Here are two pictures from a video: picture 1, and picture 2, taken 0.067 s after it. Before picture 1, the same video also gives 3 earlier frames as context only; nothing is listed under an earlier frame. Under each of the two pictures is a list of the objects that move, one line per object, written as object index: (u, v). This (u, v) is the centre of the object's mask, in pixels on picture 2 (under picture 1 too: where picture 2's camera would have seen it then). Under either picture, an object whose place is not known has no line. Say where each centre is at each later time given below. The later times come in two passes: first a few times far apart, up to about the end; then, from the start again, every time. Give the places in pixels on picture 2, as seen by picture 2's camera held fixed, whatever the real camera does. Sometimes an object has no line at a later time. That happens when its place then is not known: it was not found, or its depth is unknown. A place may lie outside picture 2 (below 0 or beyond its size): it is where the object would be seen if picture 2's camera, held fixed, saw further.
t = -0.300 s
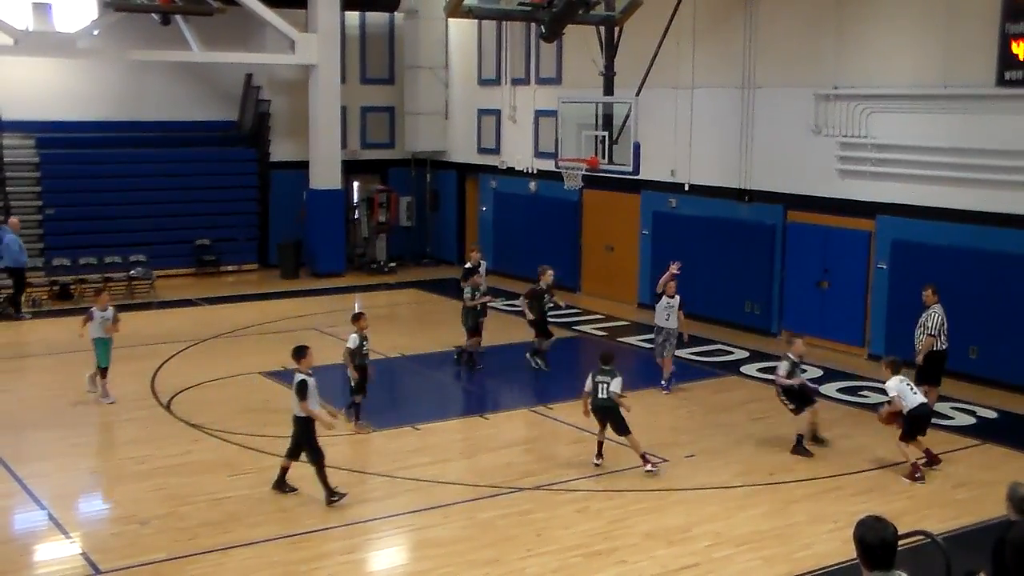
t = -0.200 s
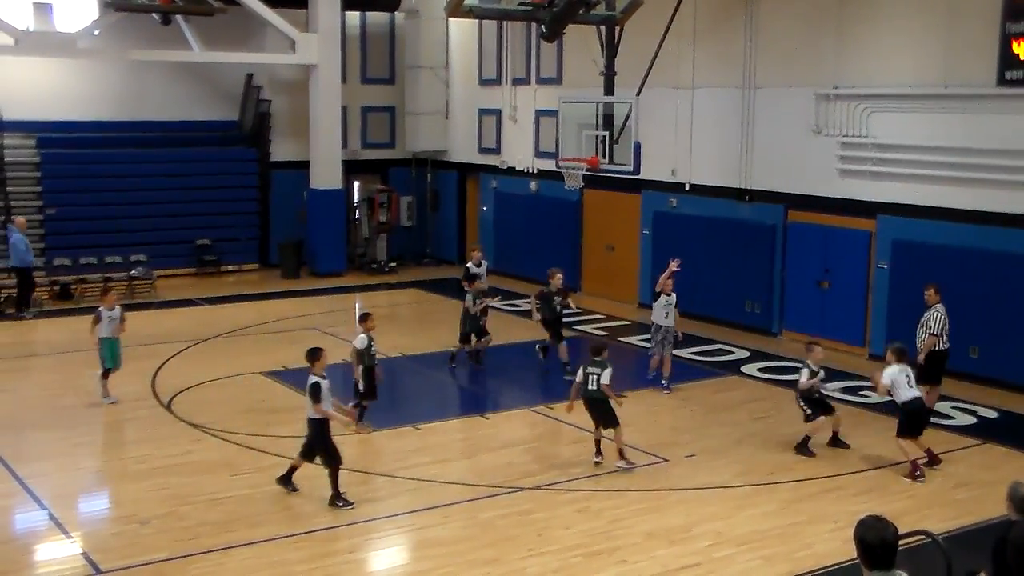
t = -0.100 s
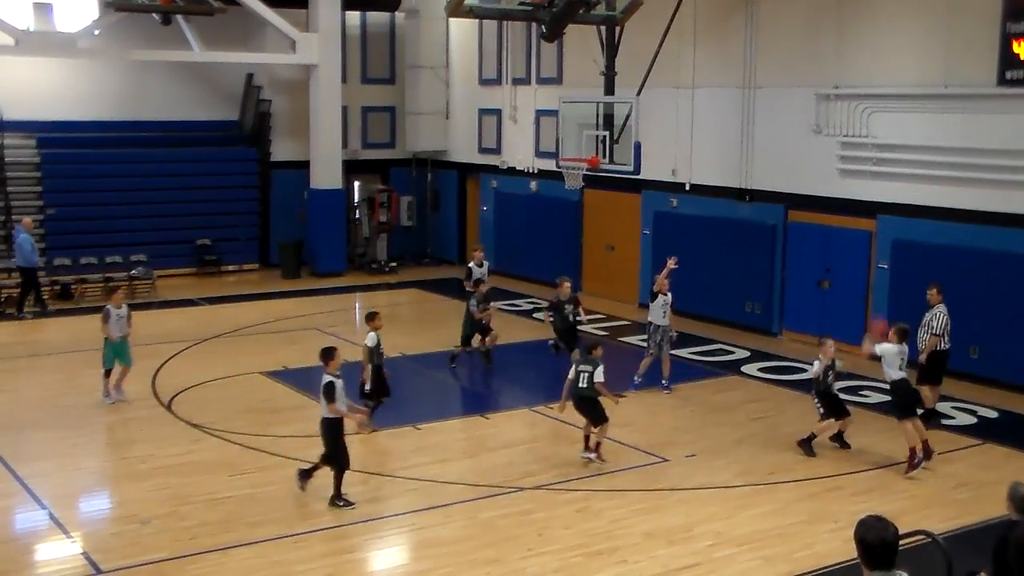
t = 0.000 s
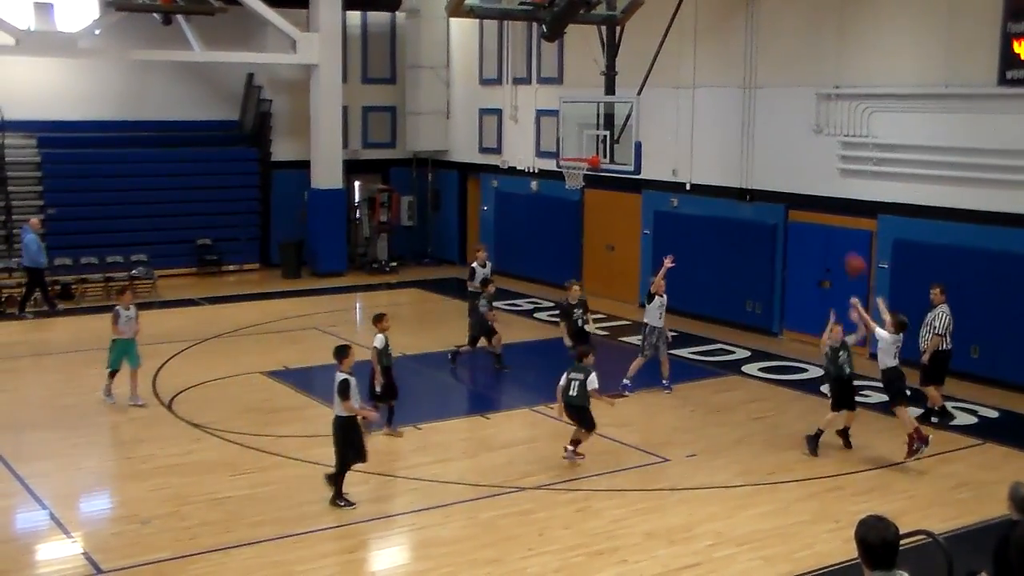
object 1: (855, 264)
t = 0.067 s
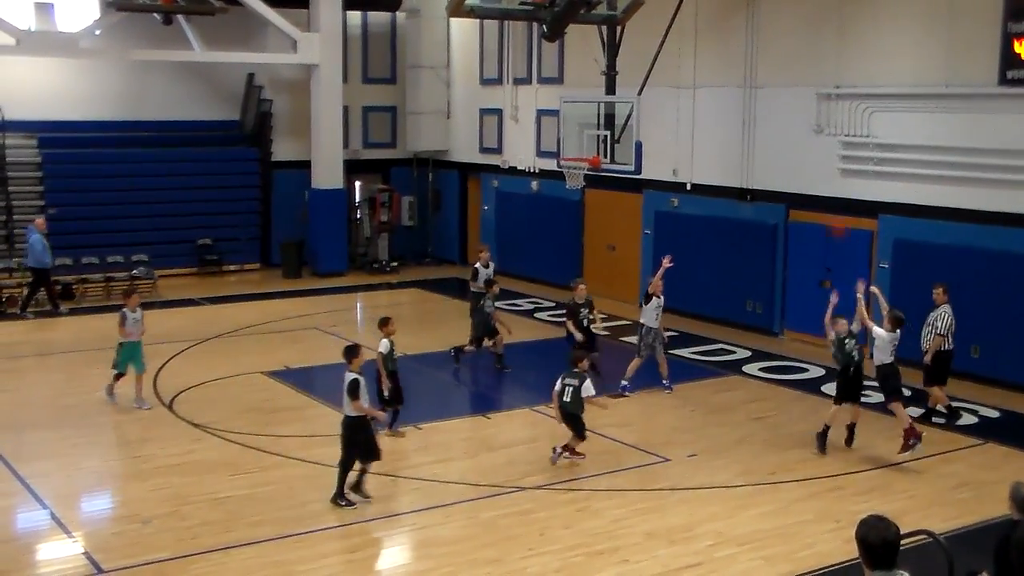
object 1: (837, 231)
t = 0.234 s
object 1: (791, 151)
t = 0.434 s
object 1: (741, 96)
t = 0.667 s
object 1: (687, 78)
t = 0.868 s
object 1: (646, 93)
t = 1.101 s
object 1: (601, 145)
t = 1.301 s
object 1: (598, 139)
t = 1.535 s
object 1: (583, 147)
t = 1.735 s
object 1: (569, 186)
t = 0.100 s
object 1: (827, 208)
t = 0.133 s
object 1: (819, 193)
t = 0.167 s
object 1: (809, 178)
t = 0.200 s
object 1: (800, 164)
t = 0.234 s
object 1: (791, 151)
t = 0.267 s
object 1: (782, 139)
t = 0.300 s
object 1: (774, 128)
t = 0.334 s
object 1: (766, 119)
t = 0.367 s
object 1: (758, 110)
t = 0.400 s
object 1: (750, 103)
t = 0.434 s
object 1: (741, 96)
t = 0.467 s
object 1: (733, 91)
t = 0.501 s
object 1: (726, 87)
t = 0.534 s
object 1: (718, 83)
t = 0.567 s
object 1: (710, 81)
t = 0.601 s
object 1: (703, 79)
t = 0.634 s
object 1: (695, 79)
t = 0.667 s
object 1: (687, 78)
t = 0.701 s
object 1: (680, 79)
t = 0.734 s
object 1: (672, 80)
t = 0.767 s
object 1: (666, 82)
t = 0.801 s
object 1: (659, 85)
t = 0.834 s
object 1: (651, 89)
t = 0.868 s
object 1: (646, 93)
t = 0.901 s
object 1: (638, 99)
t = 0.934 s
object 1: (632, 104)
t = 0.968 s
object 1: (625, 111)
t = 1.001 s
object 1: (619, 119)
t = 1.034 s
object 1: (613, 125)
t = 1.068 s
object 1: (606, 134)
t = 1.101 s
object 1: (601, 145)
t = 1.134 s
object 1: (594, 156)
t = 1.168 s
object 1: (604, 150)
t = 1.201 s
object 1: (605, 146)
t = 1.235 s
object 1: (603, 143)
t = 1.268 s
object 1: (600, 141)
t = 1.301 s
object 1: (598, 139)
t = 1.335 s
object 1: (596, 137)
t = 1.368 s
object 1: (594, 137)
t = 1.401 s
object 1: (592, 137)
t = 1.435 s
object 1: (589, 138)
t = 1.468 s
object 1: (588, 140)
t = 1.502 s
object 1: (586, 143)
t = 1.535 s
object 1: (583, 147)
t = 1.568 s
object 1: (581, 151)
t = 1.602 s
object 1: (579, 156)
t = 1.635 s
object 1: (577, 162)
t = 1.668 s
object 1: (573, 170)
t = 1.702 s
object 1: (571, 176)
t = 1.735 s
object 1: (569, 186)
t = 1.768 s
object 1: (567, 196)
